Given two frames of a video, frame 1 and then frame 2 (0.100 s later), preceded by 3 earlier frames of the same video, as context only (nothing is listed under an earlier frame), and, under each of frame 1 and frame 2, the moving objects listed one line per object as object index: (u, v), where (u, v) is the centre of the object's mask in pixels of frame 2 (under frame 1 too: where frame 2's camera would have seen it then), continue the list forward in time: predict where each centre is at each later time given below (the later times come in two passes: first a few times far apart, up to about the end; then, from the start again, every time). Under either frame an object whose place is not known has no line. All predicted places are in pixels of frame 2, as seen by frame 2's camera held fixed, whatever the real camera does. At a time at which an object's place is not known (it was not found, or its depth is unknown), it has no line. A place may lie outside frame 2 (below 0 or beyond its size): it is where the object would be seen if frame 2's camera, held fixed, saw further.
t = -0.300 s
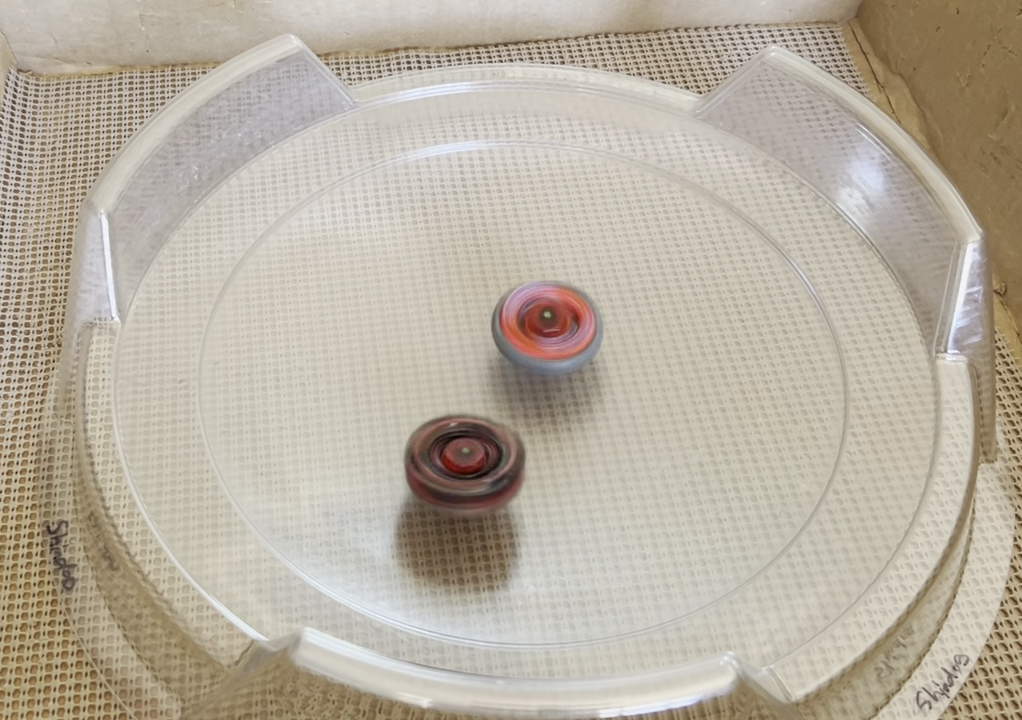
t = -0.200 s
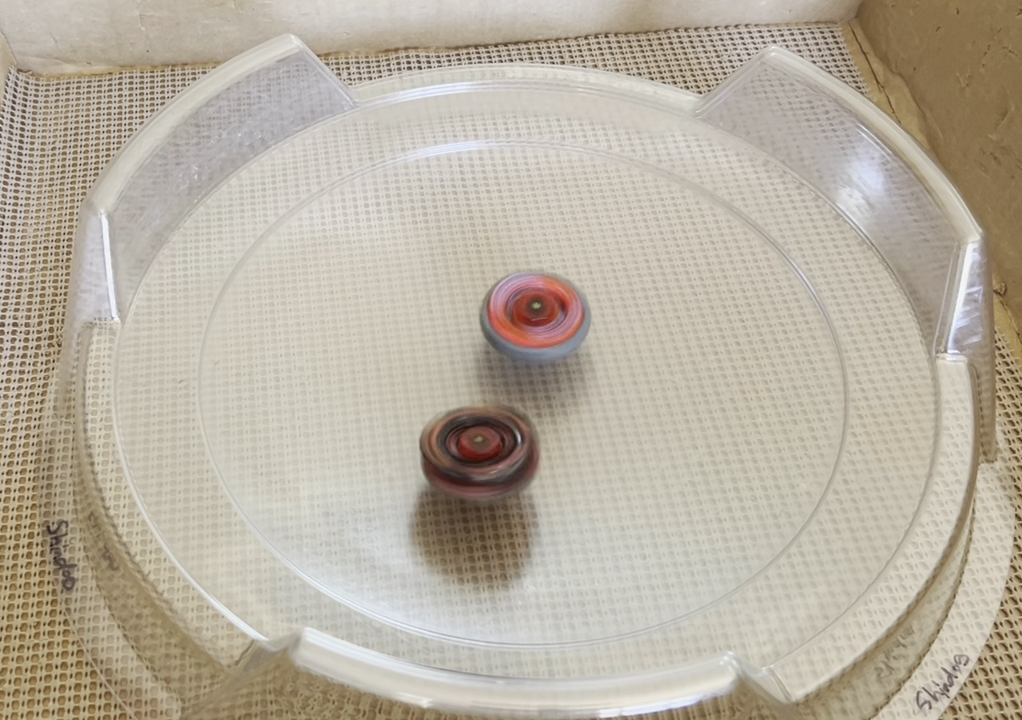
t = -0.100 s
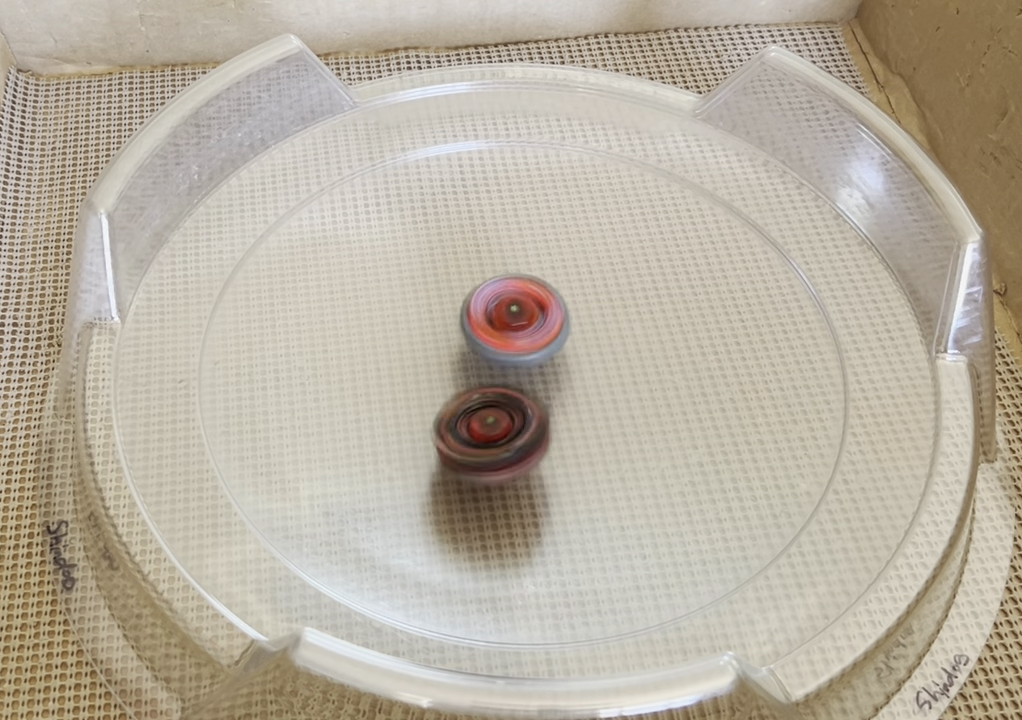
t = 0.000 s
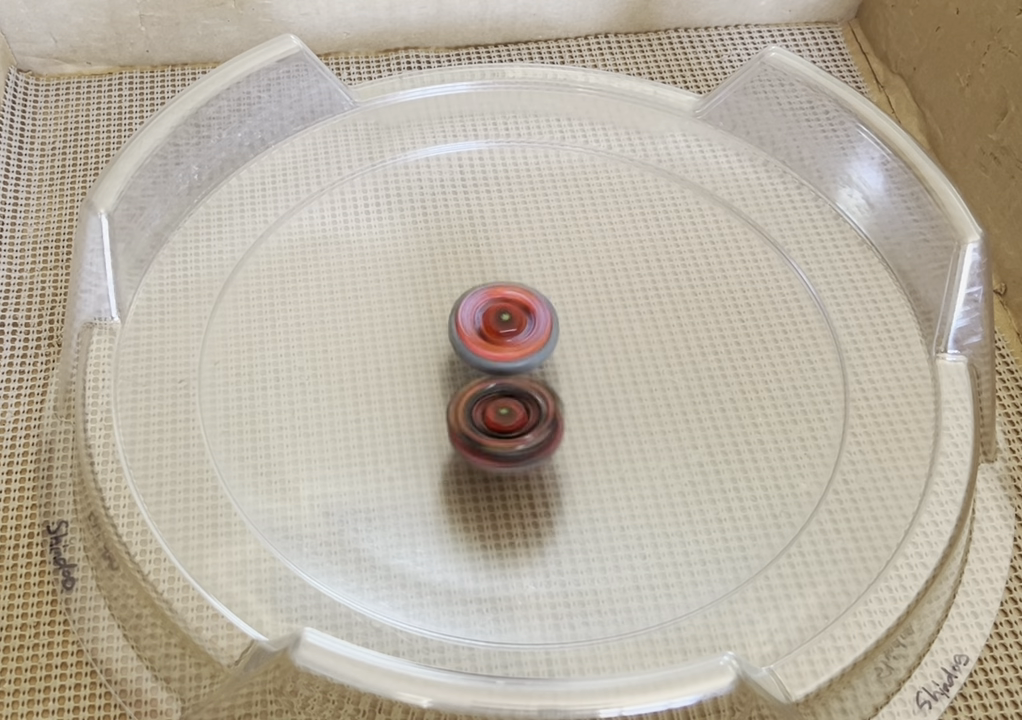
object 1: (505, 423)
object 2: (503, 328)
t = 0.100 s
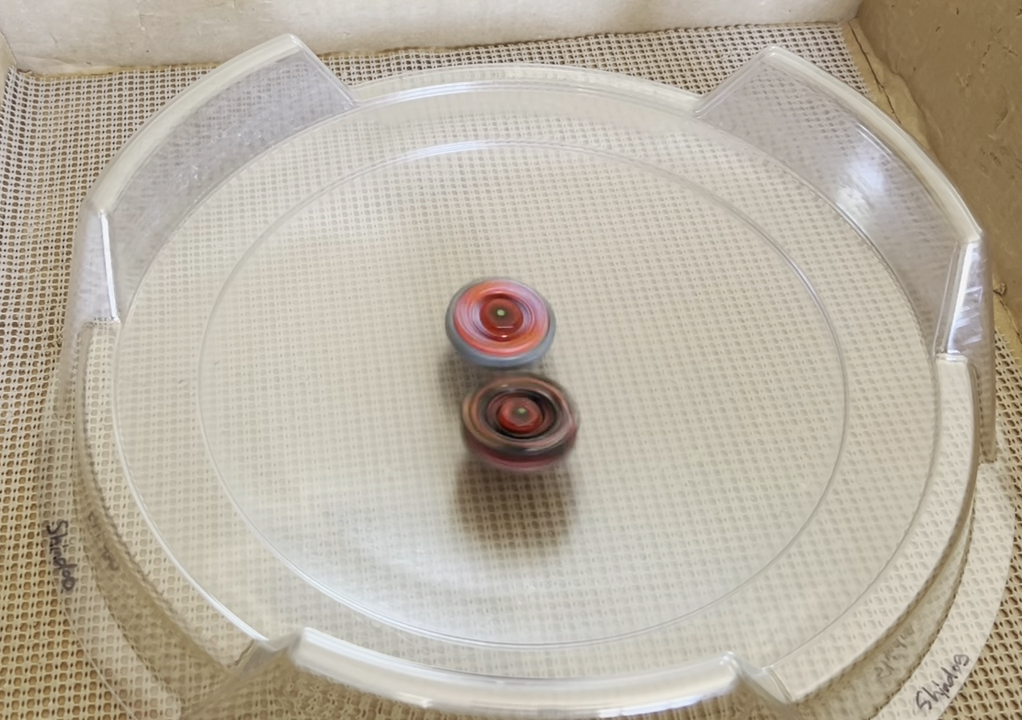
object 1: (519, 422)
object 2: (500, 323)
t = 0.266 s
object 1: (533, 413)
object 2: (496, 323)
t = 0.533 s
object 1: (566, 419)
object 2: (485, 320)
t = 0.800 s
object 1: (594, 435)
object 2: (452, 314)
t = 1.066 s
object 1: (595, 416)
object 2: (498, 342)
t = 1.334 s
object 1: (582, 404)
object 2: (498, 319)
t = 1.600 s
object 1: (561, 407)
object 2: (454, 327)
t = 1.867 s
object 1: (566, 423)
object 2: (424, 333)
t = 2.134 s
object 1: (552, 414)
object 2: (477, 340)
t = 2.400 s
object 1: (549, 419)
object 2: (509, 312)
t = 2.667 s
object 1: (516, 405)
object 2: (518, 313)
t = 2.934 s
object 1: (482, 414)
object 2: (518, 315)
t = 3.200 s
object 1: (456, 423)
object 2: (539, 341)
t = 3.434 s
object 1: (455, 412)
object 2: (551, 356)
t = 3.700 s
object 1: (435, 371)
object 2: (575, 352)
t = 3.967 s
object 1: (426, 345)
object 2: (570, 342)
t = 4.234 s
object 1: (422, 334)
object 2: (541, 359)
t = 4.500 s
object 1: (411, 341)
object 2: (542, 368)
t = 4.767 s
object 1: (427, 388)
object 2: (549, 367)
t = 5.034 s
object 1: (439, 410)
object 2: (574, 365)
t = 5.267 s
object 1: (499, 413)
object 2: (566, 354)
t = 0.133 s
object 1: (522, 421)
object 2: (498, 322)
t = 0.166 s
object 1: (524, 420)
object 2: (498, 321)
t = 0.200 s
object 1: (528, 419)
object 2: (496, 321)
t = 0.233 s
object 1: (529, 416)
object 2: (496, 322)
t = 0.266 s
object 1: (533, 413)
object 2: (496, 323)
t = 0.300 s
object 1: (536, 413)
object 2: (494, 323)
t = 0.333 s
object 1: (541, 415)
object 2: (493, 323)
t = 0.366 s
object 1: (544, 414)
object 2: (492, 322)
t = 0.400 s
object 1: (545, 413)
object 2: (492, 322)
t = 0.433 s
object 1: (548, 412)
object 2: (491, 324)
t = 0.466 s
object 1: (549, 410)
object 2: (492, 325)
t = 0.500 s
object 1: (551, 407)
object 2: (492, 328)
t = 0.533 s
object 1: (566, 419)
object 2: (485, 320)
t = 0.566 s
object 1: (574, 425)
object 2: (479, 313)
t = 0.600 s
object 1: (576, 426)
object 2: (473, 308)
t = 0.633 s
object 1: (581, 431)
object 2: (466, 304)
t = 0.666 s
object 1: (586, 432)
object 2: (461, 303)
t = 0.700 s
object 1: (587, 435)
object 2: (456, 303)
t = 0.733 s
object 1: (592, 436)
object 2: (453, 306)
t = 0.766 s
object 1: (592, 435)
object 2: (451, 309)
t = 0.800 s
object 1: (594, 435)
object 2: (452, 314)
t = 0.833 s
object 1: (593, 432)
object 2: (454, 321)
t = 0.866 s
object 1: (592, 431)
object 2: (460, 326)
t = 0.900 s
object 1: (591, 426)
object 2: (468, 333)
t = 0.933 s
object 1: (586, 423)
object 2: (477, 338)
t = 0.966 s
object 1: (585, 418)
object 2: (486, 342)
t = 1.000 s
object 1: (579, 413)
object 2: (497, 347)
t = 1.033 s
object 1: (591, 417)
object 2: (495, 343)
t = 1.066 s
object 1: (595, 416)
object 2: (498, 342)
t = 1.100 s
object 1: (594, 416)
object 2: (502, 340)
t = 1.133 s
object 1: (593, 414)
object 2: (505, 338)
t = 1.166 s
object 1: (591, 413)
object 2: (507, 337)
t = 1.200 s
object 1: (588, 411)
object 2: (509, 335)
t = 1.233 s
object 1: (586, 408)
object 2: (512, 335)
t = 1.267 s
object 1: (582, 406)
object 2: (510, 331)
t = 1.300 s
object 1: (587, 407)
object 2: (505, 324)
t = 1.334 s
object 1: (582, 404)
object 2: (498, 319)
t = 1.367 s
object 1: (577, 404)
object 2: (490, 314)
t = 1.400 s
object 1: (574, 403)
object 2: (483, 313)
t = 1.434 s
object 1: (568, 401)
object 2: (476, 314)
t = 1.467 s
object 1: (563, 401)
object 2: (471, 316)
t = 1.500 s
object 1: (560, 400)
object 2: (467, 320)
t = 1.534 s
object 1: (553, 397)
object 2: (464, 326)
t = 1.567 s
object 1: (547, 397)
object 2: (465, 331)
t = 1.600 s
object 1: (561, 407)
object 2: (454, 327)
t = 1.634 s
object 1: (572, 411)
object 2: (444, 322)
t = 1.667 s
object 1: (570, 412)
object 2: (437, 320)
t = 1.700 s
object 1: (568, 415)
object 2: (429, 319)
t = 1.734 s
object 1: (569, 419)
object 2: (422, 319)
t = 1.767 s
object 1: (570, 420)
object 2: (420, 321)
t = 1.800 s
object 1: (569, 421)
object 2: (418, 325)
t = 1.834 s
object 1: (567, 422)
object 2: (419, 329)
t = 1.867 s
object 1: (566, 423)
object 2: (424, 333)
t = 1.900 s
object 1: (564, 421)
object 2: (430, 338)
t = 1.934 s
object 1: (560, 420)
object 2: (437, 341)
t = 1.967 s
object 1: (557, 419)
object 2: (448, 345)
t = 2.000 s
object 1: (554, 417)
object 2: (458, 348)
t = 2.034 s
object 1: (550, 413)
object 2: (465, 350)
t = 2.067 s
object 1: (555, 417)
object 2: (467, 344)
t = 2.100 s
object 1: (558, 415)
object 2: (472, 342)
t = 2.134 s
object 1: (552, 414)
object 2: (477, 340)
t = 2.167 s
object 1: (550, 416)
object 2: (484, 338)
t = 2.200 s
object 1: (554, 418)
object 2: (491, 337)
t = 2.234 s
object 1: (554, 416)
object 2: (494, 334)
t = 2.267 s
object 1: (554, 418)
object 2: (496, 327)
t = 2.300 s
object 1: (554, 420)
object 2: (499, 322)
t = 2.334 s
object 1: (552, 419)
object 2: (501, 319)
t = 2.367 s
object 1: (550, 419)
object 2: (506, 315)
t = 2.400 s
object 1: (549, 419)
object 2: (509, 312)
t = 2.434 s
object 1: (547, 416)
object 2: (511, 308)
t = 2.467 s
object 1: (543, 414)
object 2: (513, 306)
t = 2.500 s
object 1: (539, 413)
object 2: (514, 306)
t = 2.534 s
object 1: (537, 413)
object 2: (514, 306)
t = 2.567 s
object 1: (535, 409)
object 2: (516, 306)
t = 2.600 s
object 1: (527, 405)
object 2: (517, 308)
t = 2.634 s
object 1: (519, 404)
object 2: (517, 311)
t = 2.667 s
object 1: (516, 405)
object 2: (518, 313)
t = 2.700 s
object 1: (513, 409)
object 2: (521, 311)
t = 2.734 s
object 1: (510, 411)
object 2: (522, 308)
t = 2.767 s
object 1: (505, 412)
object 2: (520, 306)
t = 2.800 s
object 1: (500, 412)
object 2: (519, 306)
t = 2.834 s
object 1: (493, 412)
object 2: (519, 306)
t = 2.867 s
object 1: (487, 414)
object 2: (518, 309)
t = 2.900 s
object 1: (485, 415)
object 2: (518, 312)
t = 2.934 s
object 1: (482, 414)
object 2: (518, 315)
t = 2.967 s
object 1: (476, 414)
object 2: (518, 321)
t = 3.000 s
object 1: (472, 414)
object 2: (519, 325)
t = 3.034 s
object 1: (472, 413)
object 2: (521, 329)
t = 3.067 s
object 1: (468, 413)
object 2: (523, 334)
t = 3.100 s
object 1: (465, 420)
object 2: (528, 337)
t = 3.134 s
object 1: (464, 424)
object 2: (531, 337)
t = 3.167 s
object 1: (460, 422)
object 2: (535, 339)
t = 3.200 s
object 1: (456, 423)
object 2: (539, 341)
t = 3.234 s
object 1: (454, 424)
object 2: (541, 343)
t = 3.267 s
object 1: (454, 424)
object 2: (544, 344)
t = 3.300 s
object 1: (454, 421)
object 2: (546, 346)
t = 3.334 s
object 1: (452, 419)
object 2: (547, 349)
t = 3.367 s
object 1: (451, 418)
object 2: (549, 352)
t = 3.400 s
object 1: (453, 417)
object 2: (551, 353)
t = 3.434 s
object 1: (455, 412)
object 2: (551, 356)
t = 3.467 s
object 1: (454, 407)
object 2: (551, 358)
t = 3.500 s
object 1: (450, 402)
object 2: (556, 359)
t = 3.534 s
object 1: (451, 398)
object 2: (558, 359)
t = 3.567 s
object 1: (451, 393)
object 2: (558, 359)
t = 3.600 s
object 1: (447, 388)
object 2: (558, 358)
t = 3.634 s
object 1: (445, 383)
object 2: (560, 358)
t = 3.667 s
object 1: (437, 378)
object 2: (571, 355)
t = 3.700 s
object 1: (435, 371)
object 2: (575, 352)
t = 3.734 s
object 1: (431, 367)
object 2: (577, 350)
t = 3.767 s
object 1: (428, 362)
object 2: (580, 348)
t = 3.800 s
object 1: (427, 359)
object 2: (583, 347)
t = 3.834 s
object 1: (427, 355)
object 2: (582, 346)
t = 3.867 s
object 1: (427, 352)
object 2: (580, 344)
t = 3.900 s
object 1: (426, 349)
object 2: (577, 342)
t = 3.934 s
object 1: (426, 346)
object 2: (575, 342)
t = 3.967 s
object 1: (426, 345)
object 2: (570, 342)
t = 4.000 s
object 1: (427, 342)
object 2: (563, 343)
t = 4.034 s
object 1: (428, 338)
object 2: (557, 344)
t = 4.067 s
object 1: (427, 335)
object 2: (552, 345)
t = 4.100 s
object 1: (427, 335)
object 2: (544, 346)
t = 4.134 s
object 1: (424, 334)
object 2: (540, 349)
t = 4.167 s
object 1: (422, 335)
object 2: (537, 353)
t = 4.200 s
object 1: (425, 336)
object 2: (535, 356)
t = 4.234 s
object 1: (422, 334)
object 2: (541, 359)
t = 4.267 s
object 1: (414, 335)
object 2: (549, 366)
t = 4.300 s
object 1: (409, 336)
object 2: (549, 371)
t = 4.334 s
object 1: (406, 336)
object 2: (543, 373)
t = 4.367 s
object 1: (407, 337)
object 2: (537, 371)
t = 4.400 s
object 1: (408, 338)
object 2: (537, 369)
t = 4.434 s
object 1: (410, 338)
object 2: (539, 368)
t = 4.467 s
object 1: (410, 339)
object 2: (540, 368)
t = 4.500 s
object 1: (411, 341)
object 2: (542, 368)
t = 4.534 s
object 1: (413, 343)
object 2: (543, 368)
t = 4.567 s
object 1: (416, 348)
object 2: (544, 368)
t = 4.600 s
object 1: (419, 353)
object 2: (545, 368)
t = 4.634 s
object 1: (423, 359)
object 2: (543, 368)
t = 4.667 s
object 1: (428, 367)
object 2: (543, 368)
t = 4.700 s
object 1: (430, 374)
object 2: (543, 368)
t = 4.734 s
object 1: (433, 381)
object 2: (542, 367)
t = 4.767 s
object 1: (427, 388)
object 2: (549, 367)
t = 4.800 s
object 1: (427, 395)
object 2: (555, 367)
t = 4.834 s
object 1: (429, 401)
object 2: (559, 365)
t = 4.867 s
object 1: (427, 404)
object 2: (564, 365)
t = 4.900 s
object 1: (424, 408)
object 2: (568, 365)
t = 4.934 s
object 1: (425, 410)
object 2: (571, 365)
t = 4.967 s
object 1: (428, 409)
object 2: (573, 365)
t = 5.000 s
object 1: (433, 408)
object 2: (574, 365)
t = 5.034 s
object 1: (439, 410)
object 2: (574, 365)
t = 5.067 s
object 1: (446, 412)
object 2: (574, 365)
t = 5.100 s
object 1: (452, 411)
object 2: (573, 365)
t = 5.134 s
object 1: (461, 411)
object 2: (572, 364)
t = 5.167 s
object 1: (470, 411)
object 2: (570, 363)
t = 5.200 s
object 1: (479, 412)
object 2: (569, 360)
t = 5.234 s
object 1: (489, 413)
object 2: (567, 357)
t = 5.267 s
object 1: (499, 413)
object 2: (566, 354)
